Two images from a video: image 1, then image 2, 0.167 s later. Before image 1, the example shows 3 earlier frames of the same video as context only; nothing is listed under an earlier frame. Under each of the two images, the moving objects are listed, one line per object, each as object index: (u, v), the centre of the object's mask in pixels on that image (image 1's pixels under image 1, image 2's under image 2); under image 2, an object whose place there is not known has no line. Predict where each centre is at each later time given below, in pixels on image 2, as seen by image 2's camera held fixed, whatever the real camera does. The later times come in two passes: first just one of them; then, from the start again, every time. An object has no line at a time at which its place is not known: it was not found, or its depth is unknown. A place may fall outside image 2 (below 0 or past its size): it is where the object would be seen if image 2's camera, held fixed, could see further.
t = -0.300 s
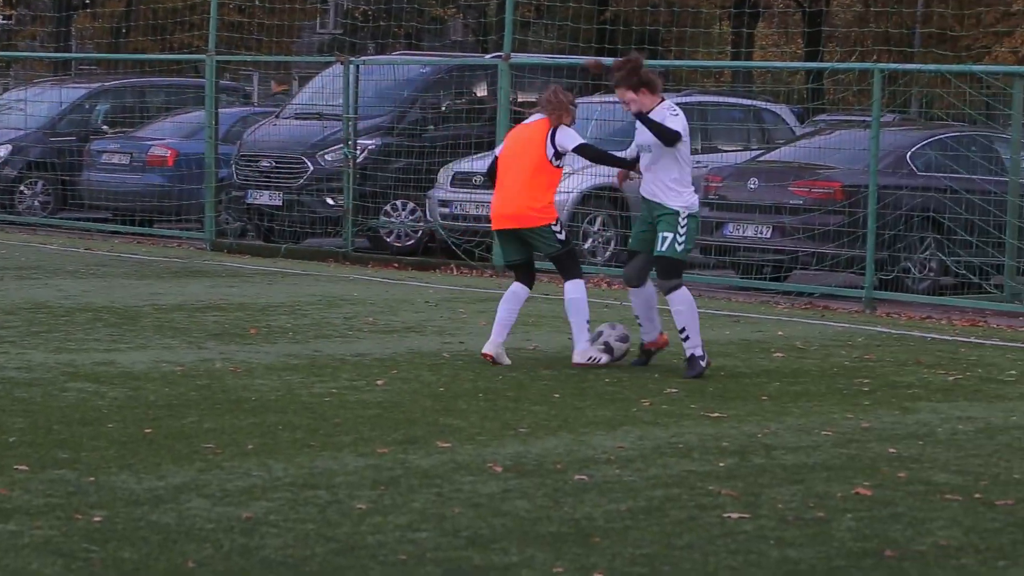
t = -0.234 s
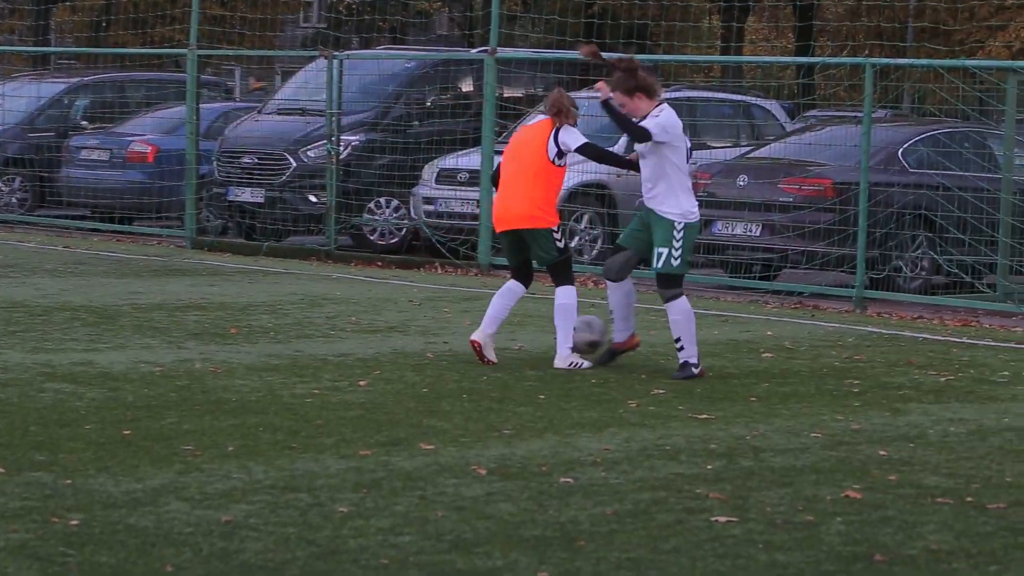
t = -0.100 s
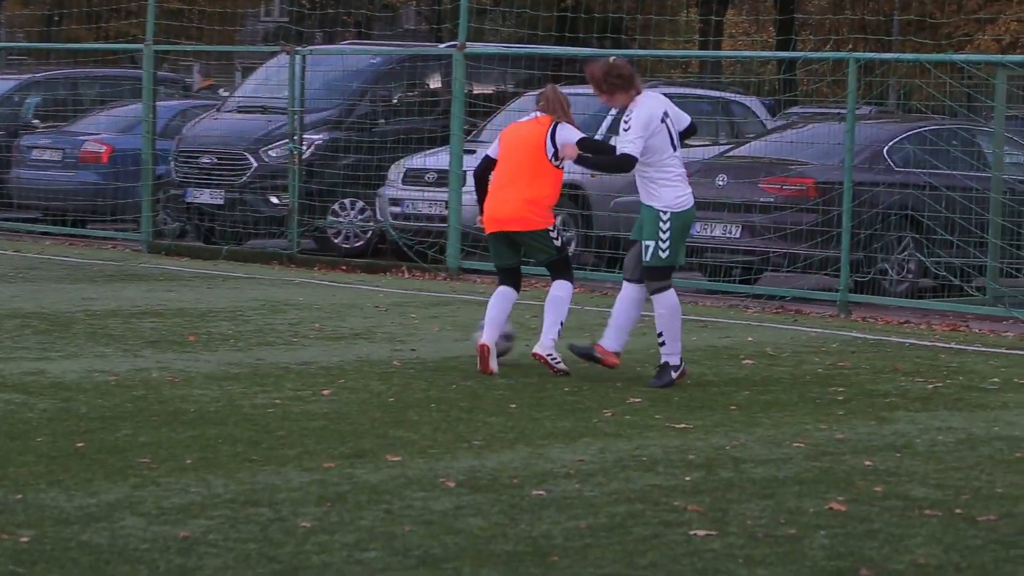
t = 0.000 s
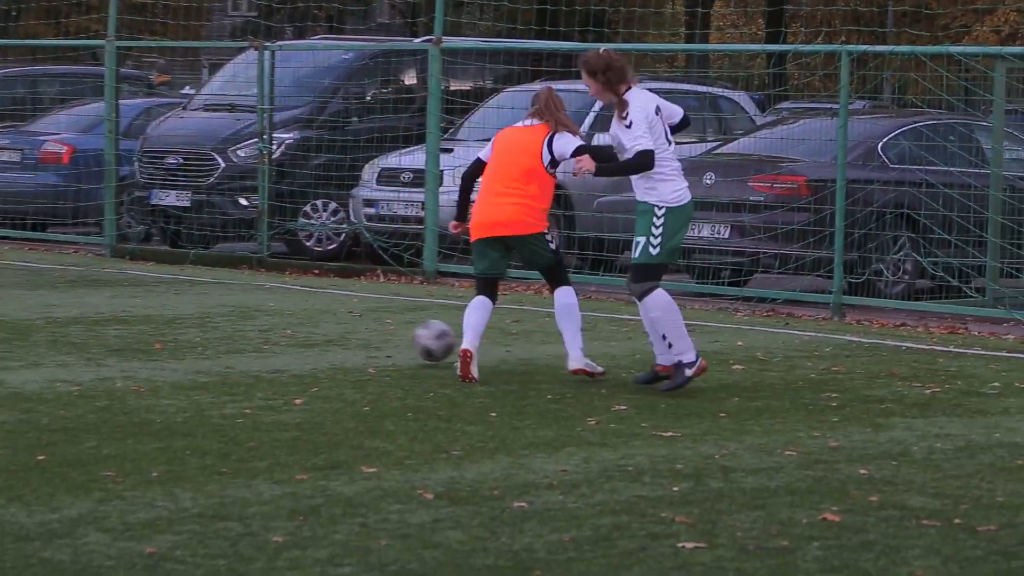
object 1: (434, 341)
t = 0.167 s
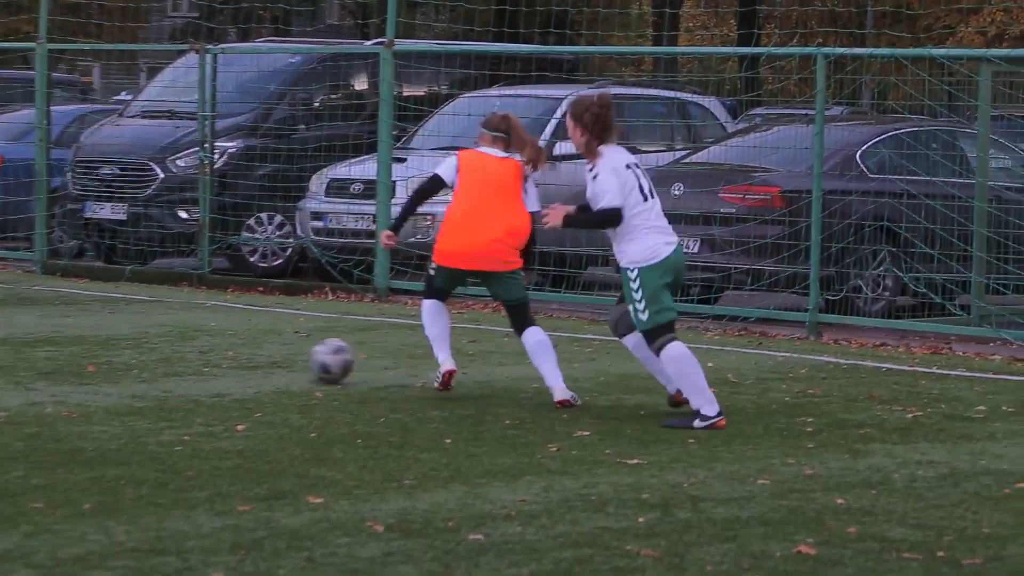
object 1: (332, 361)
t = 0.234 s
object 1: (313, 359)
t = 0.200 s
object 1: (323, 361)
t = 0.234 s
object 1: (313, 359)
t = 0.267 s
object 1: (303, 357)
